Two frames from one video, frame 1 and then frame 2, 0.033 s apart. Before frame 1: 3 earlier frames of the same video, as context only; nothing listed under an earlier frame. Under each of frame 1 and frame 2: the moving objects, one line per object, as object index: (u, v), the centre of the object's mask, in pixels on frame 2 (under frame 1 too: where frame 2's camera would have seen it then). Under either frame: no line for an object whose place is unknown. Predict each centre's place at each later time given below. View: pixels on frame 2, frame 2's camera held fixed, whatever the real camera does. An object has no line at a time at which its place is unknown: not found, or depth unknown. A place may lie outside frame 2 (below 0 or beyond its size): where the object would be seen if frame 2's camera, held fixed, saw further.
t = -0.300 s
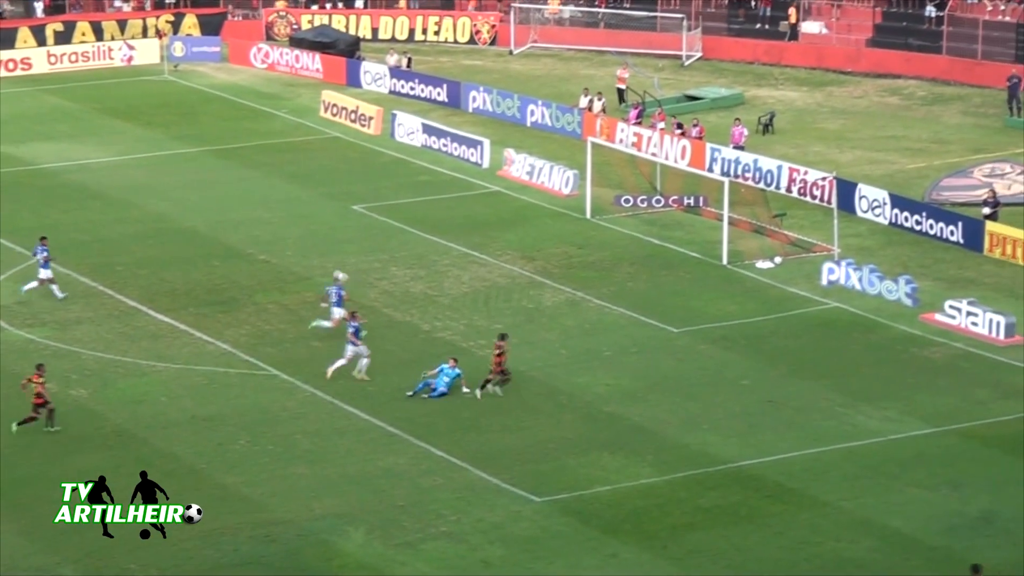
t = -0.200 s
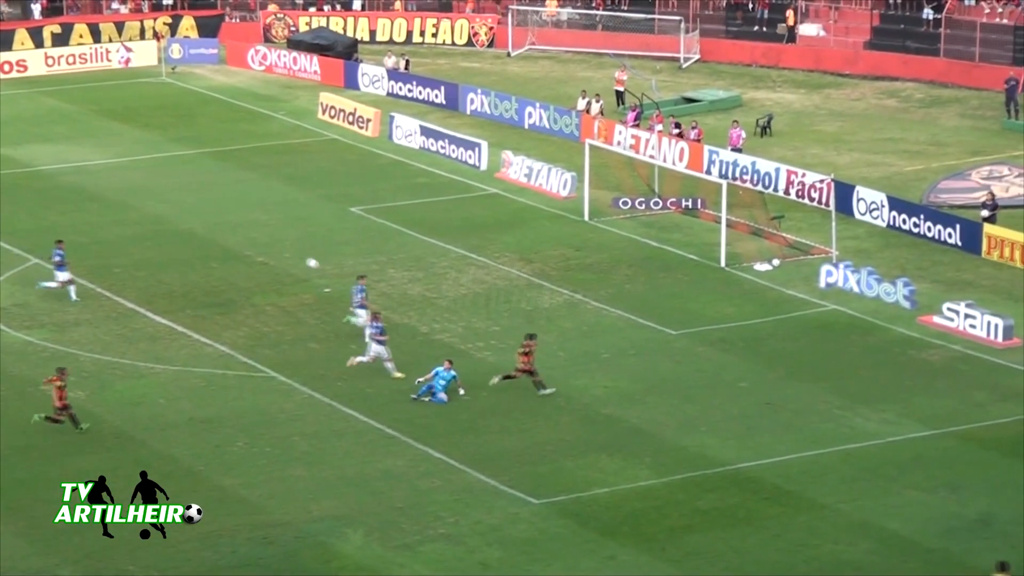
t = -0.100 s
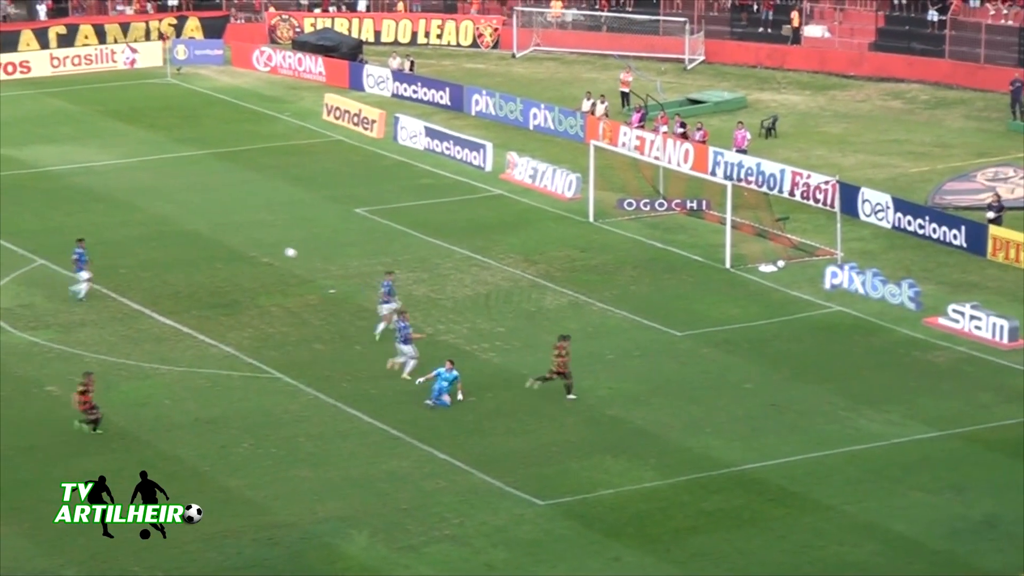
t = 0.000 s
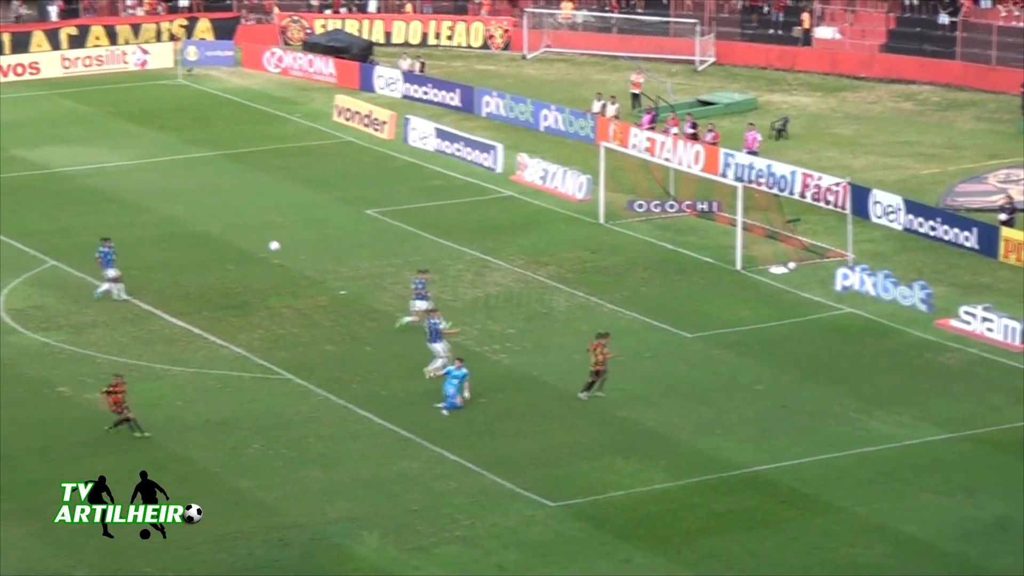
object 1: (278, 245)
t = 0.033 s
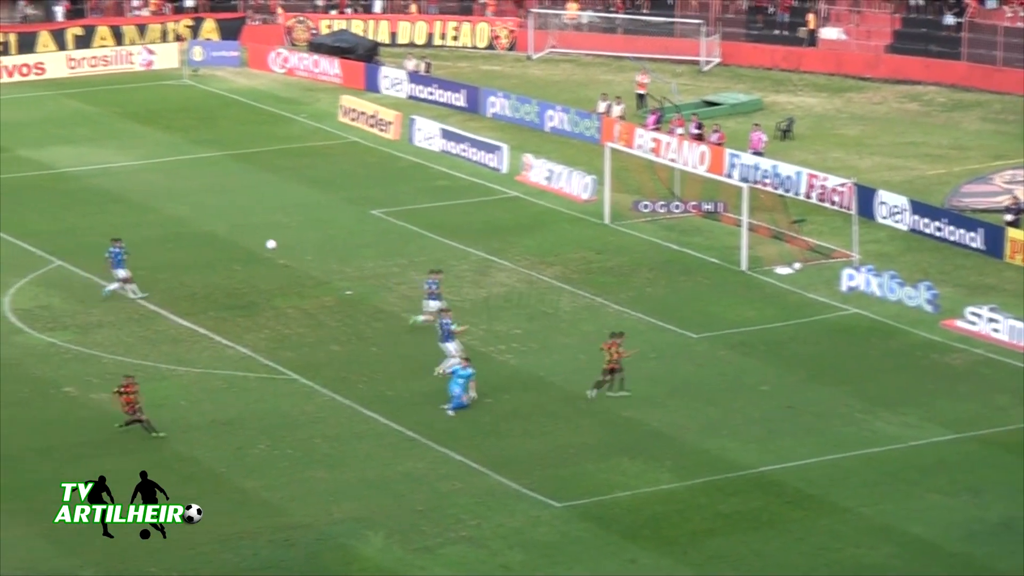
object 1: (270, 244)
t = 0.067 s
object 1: (262, 243)
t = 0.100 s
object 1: (254, 241)
